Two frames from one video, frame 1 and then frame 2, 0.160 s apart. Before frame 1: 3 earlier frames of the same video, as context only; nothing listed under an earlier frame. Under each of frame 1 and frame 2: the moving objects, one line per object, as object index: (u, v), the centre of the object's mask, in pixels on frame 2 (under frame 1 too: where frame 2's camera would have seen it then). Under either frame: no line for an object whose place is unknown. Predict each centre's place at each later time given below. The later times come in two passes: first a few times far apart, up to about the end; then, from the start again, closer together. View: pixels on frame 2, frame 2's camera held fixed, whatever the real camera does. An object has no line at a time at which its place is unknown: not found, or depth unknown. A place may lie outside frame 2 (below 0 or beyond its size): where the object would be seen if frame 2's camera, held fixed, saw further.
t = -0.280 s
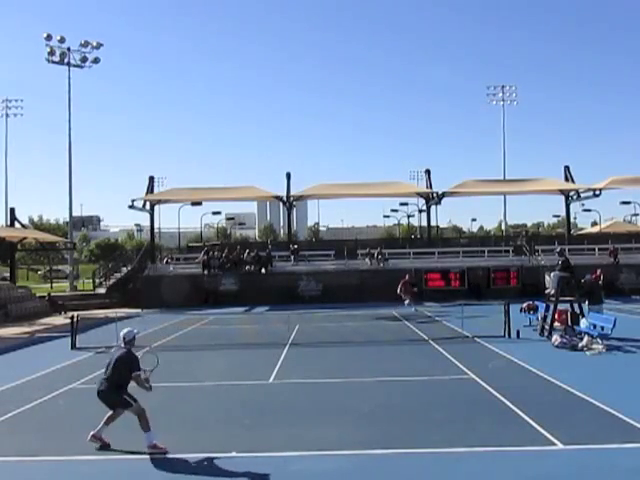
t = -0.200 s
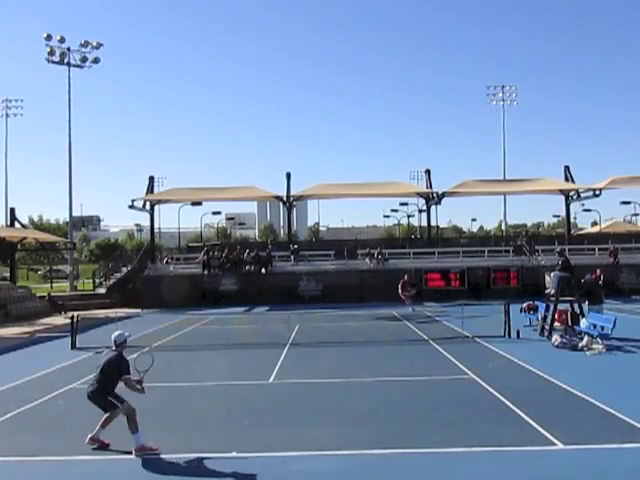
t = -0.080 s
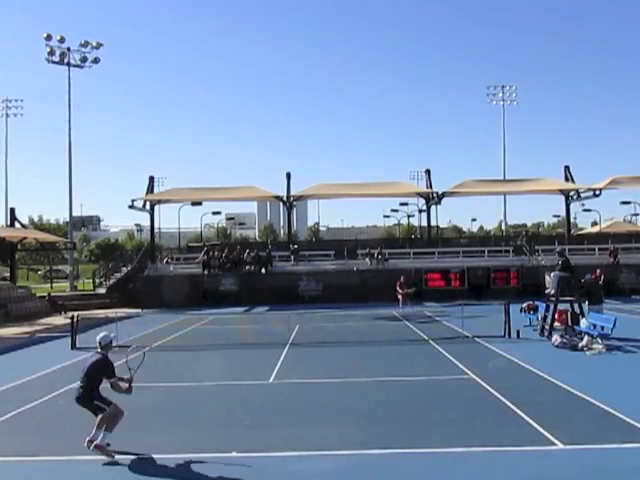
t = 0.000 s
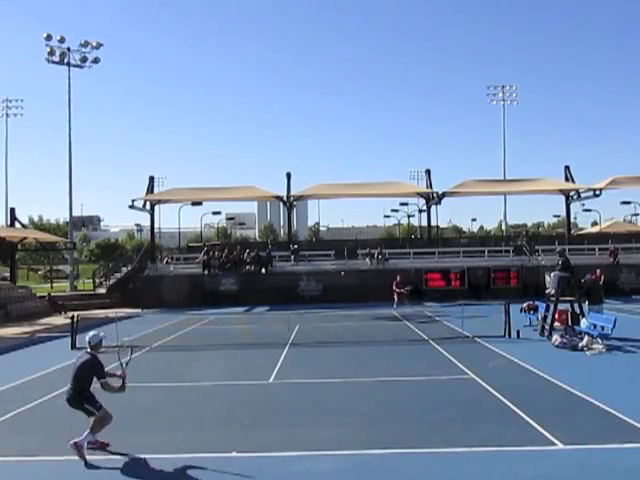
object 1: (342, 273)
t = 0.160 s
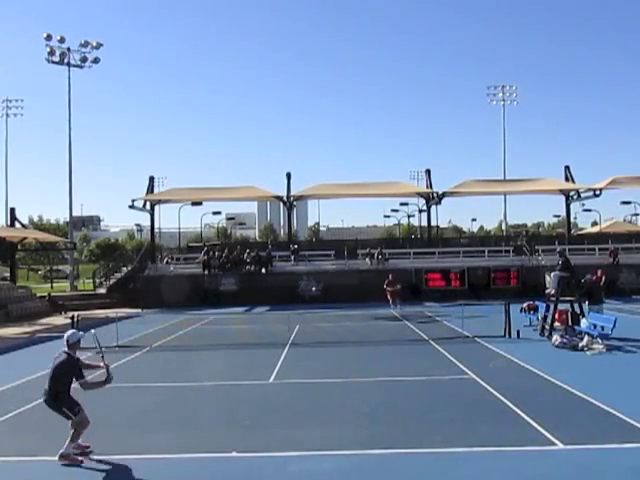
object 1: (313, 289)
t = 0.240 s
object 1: (296, 301)
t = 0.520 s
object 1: (218, 378)
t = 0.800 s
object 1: (124, 416)
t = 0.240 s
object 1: (296, 301)
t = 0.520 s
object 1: (218, 378)
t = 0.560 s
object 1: (203, 396)
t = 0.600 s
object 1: (188, 416)
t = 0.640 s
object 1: (174, 430)
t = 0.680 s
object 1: (162, 428)
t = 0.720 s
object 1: (150, 421)
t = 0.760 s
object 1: (138, 417)
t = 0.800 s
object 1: (124, 416)
